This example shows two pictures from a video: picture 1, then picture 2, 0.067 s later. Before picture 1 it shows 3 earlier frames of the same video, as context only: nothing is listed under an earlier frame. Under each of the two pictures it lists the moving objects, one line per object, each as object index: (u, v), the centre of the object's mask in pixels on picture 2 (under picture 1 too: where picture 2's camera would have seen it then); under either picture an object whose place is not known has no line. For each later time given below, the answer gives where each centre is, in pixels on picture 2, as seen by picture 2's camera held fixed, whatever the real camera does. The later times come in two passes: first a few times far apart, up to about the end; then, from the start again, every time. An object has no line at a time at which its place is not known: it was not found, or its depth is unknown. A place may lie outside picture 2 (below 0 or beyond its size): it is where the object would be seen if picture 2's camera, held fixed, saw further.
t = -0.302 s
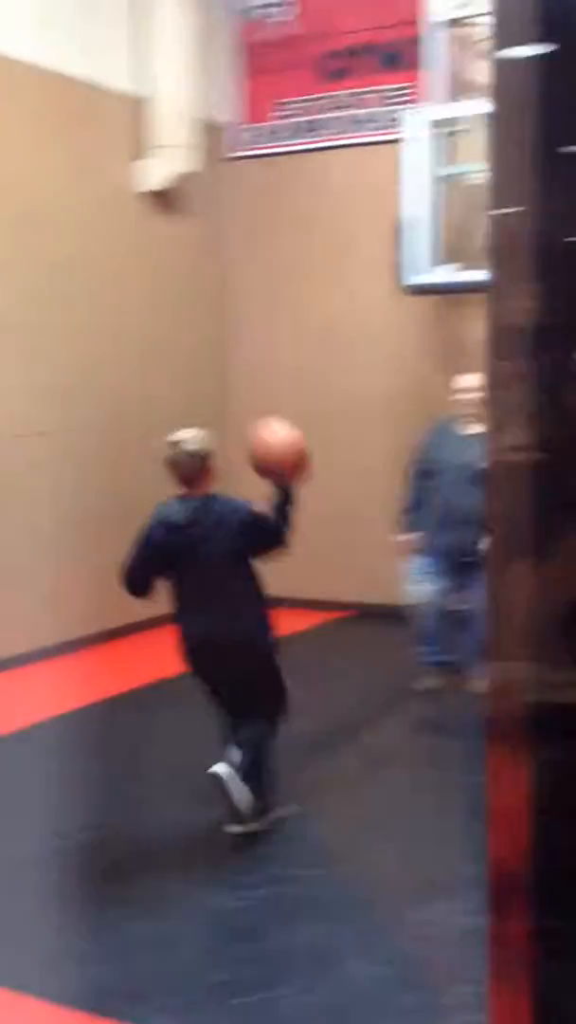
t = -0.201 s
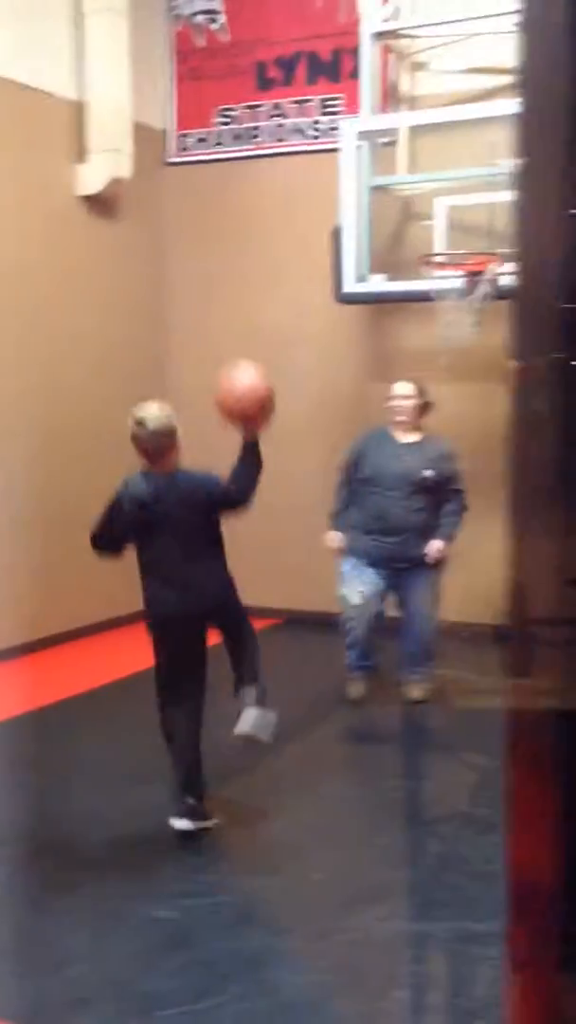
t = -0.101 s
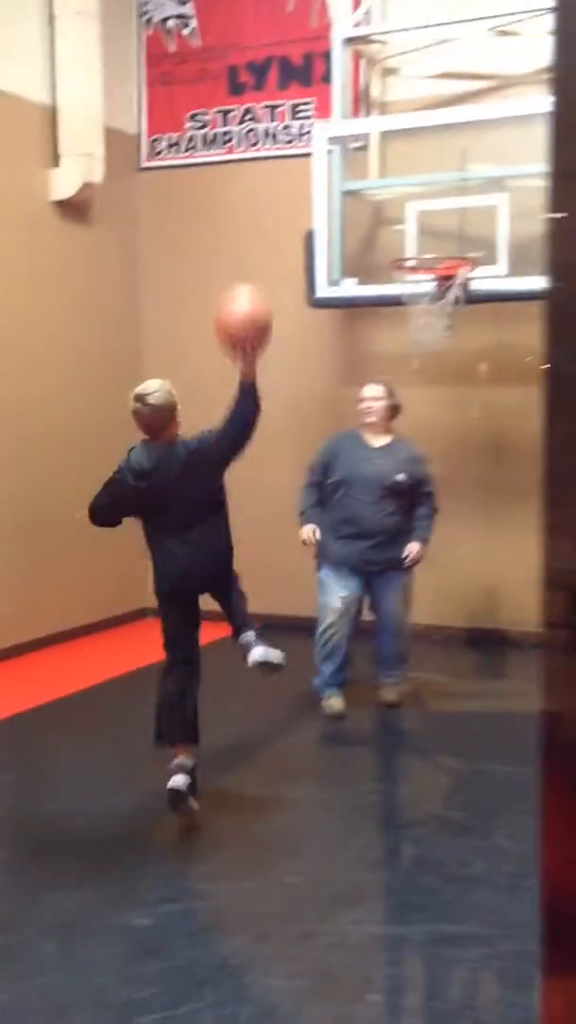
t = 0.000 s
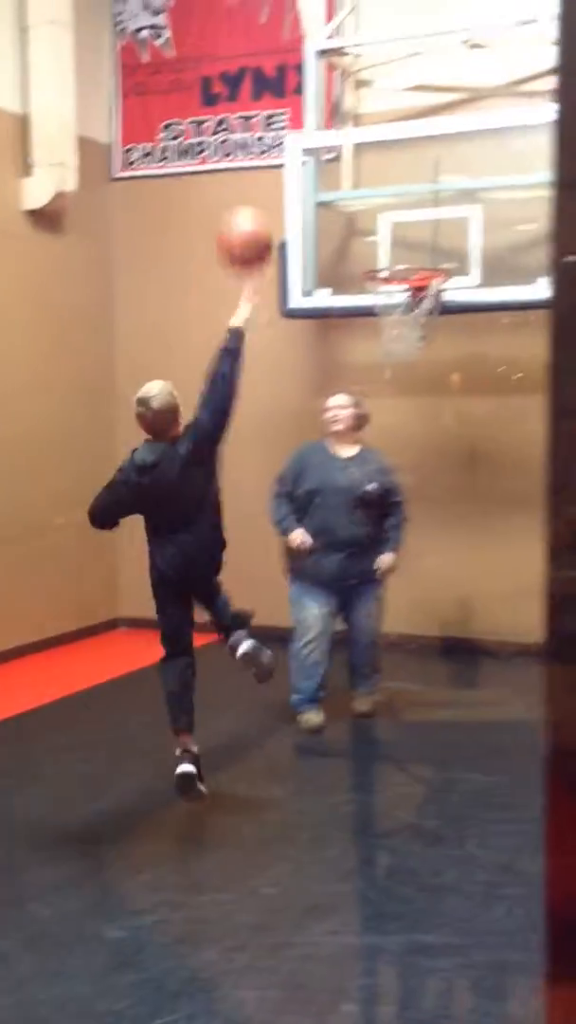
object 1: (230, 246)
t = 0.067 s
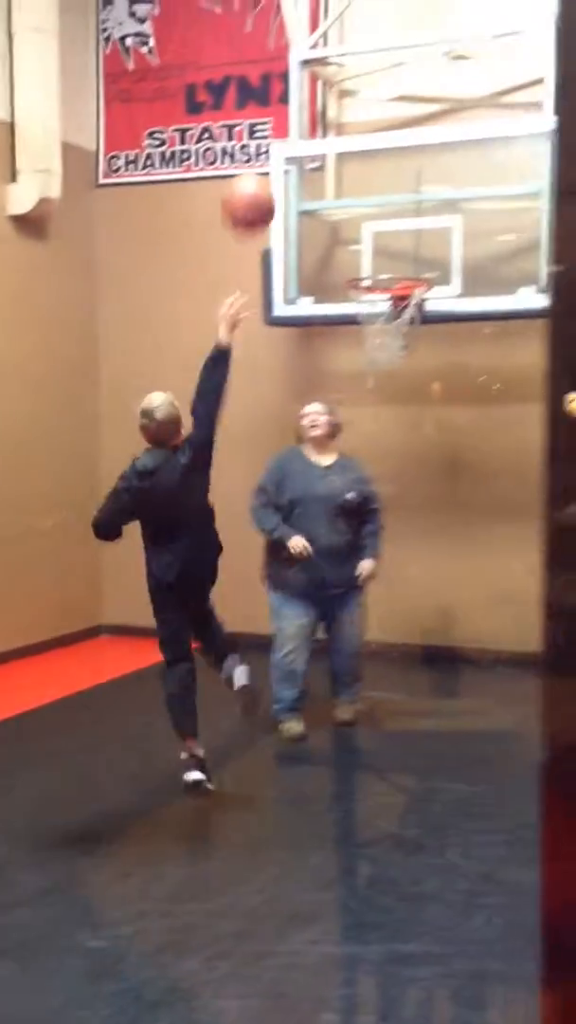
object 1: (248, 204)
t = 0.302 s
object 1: (308, 141)
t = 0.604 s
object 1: (363, 220)
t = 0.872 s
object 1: (401, 332)
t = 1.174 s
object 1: (426, 471)
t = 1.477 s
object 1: (444, 648)
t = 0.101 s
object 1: (255, 187)
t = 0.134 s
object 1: (265, 174)
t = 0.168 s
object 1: (274, 161)
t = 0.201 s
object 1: (283, 153)
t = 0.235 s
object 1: (292, 146)
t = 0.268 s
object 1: (301, 142)
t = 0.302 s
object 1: (308, 141)
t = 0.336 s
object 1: (314, 142)
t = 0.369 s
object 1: (321, 145)
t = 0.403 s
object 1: (328, 149)
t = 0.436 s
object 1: (334, 157)
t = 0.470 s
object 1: (341, 169)
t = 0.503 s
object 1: (346, 176)
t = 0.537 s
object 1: (352, 189)
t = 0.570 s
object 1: (357, 203)
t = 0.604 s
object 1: (363, 220)
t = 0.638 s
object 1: (369, 234)
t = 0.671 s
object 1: (374, 257)
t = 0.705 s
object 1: (379, 267)
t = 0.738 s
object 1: (382, 296)
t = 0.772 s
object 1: (386, 312)
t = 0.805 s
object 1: (393, 321)
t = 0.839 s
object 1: (396, 326)
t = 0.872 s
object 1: (401, 332)
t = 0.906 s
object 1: (403, 341)
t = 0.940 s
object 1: (404, 350)
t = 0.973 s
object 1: (408, 363)
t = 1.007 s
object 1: (412, 379)
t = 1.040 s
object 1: (415, 393)
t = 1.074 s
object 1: (418, 409)
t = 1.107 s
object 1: (421, 428)
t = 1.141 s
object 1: (424, 449)
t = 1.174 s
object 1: (426, 471)
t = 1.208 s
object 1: (427, 496)
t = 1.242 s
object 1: (431, 522)
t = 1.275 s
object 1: (435, 555)
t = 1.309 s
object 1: (438, 584)
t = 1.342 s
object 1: (440, 614)
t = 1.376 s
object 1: (442, 650)
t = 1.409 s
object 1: (445, 678)
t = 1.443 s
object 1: (445, 671)
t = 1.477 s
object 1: (444, 648)
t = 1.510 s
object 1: (446, 627)
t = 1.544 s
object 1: (446, 606)
